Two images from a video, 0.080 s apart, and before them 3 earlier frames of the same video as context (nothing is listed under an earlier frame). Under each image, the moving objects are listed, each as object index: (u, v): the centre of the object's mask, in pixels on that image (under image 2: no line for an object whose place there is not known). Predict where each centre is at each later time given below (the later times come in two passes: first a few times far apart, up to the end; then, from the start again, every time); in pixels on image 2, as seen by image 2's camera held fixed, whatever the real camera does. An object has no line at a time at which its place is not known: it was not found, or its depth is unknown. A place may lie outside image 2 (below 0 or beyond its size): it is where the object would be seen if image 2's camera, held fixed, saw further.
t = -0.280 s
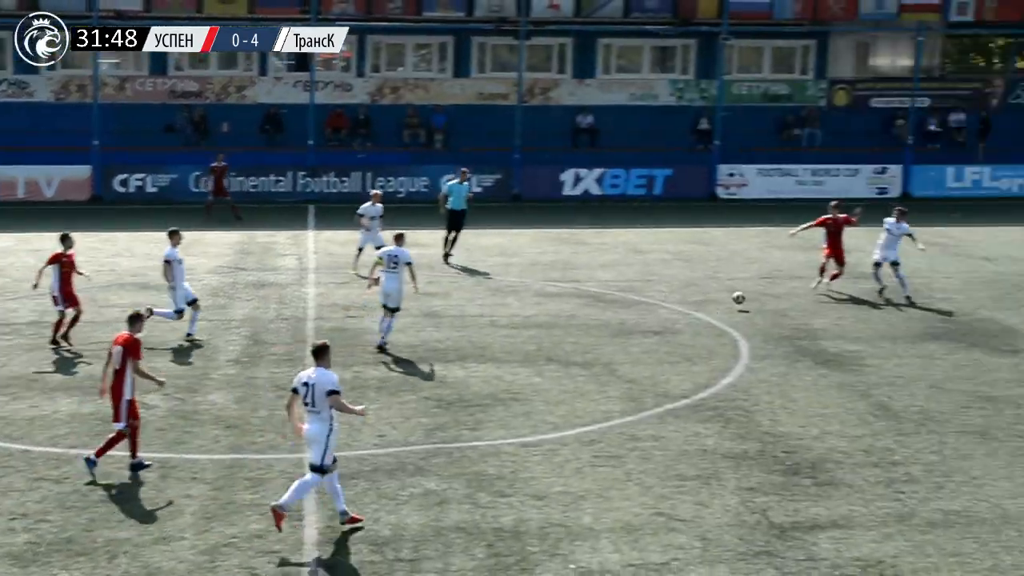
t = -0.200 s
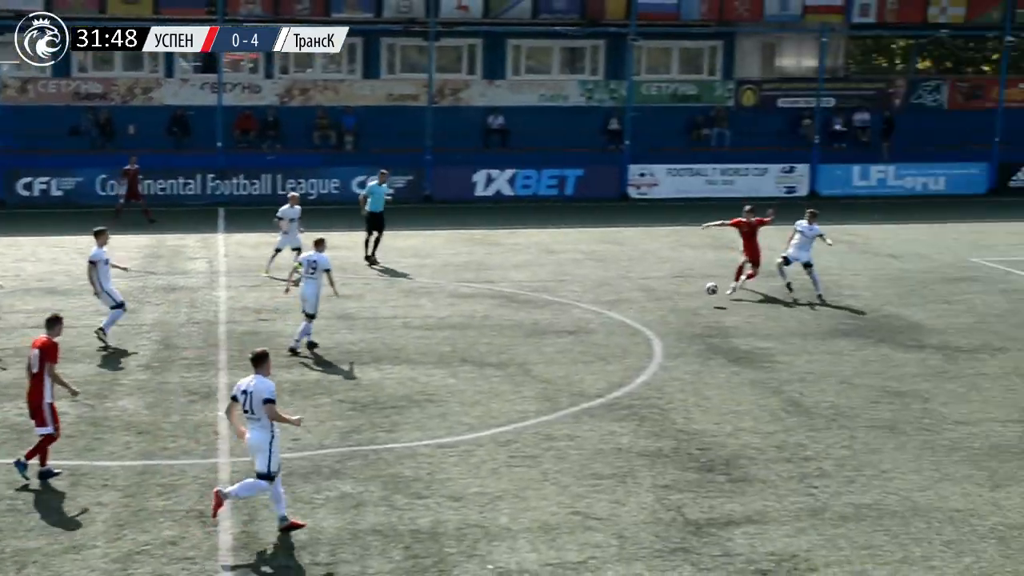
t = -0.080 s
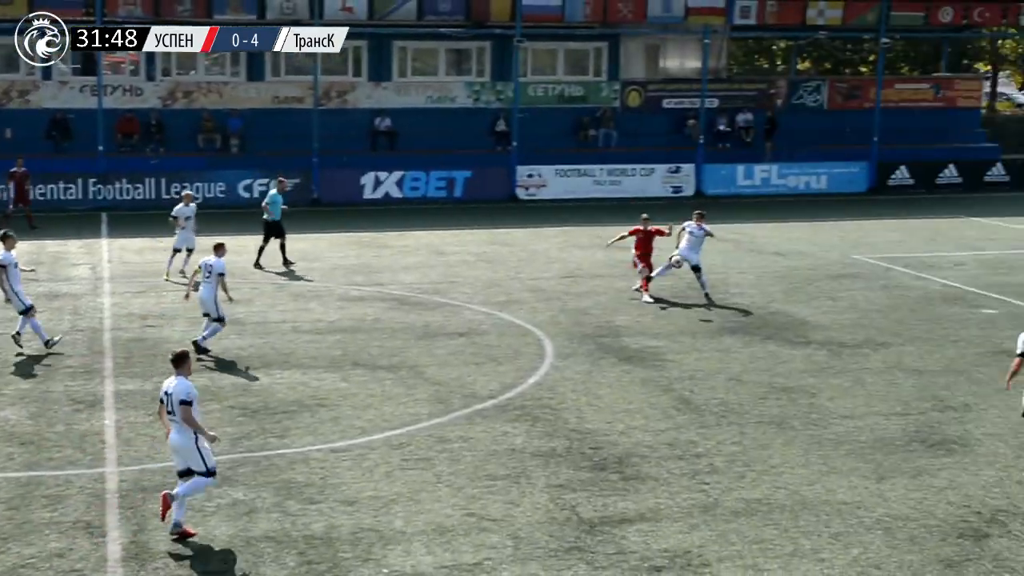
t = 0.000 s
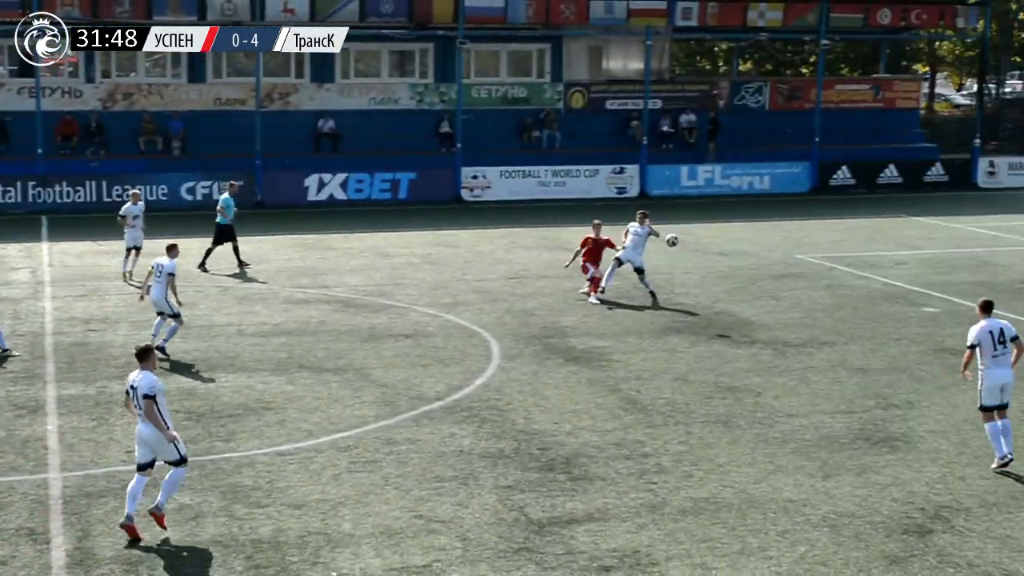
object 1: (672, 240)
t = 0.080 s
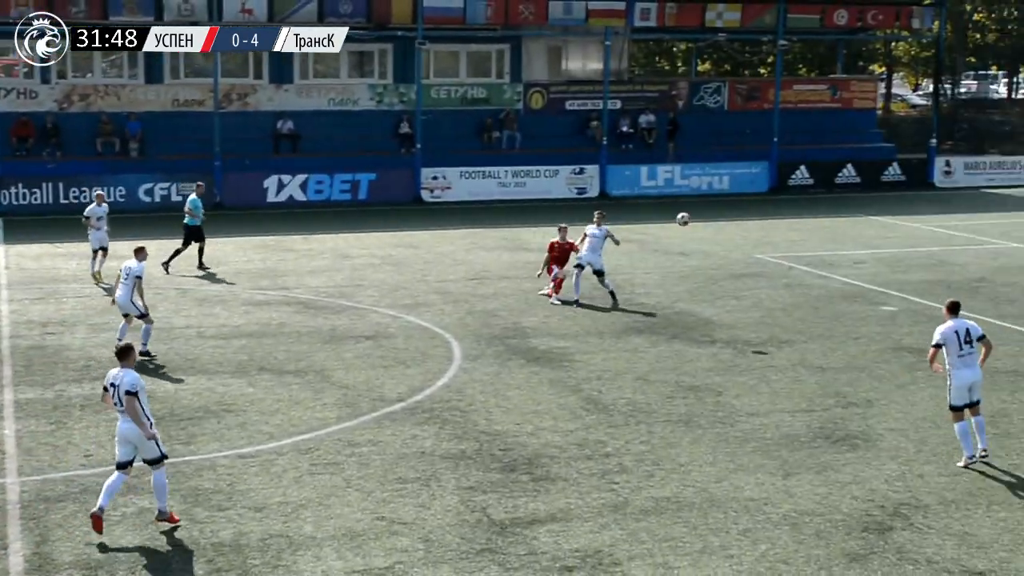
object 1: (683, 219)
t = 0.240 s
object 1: (792, 183)
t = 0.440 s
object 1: (946, 152)
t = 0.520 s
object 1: (1013, 145)
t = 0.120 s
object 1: (709, 209)
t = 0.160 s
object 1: (736, 200)
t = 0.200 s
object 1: (764, 191)
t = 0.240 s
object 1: (792, 183)
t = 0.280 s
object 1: (822, 176)
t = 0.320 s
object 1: (851, 169)
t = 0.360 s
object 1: (882, 163)
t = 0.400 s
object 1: (913, 158)
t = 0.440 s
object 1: (946, 152)
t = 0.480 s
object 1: (979, 148)
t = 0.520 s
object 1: (1013, 145)
